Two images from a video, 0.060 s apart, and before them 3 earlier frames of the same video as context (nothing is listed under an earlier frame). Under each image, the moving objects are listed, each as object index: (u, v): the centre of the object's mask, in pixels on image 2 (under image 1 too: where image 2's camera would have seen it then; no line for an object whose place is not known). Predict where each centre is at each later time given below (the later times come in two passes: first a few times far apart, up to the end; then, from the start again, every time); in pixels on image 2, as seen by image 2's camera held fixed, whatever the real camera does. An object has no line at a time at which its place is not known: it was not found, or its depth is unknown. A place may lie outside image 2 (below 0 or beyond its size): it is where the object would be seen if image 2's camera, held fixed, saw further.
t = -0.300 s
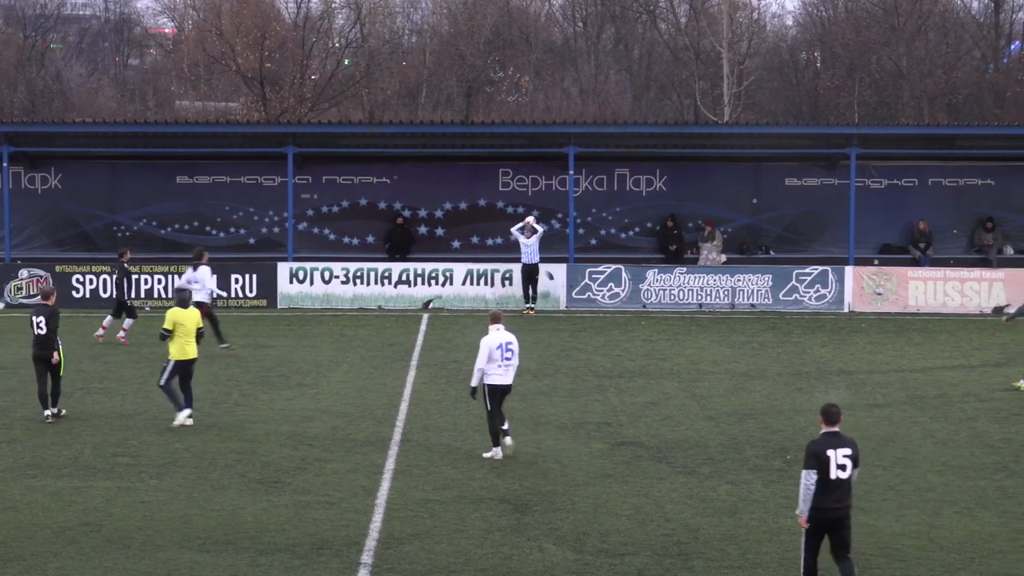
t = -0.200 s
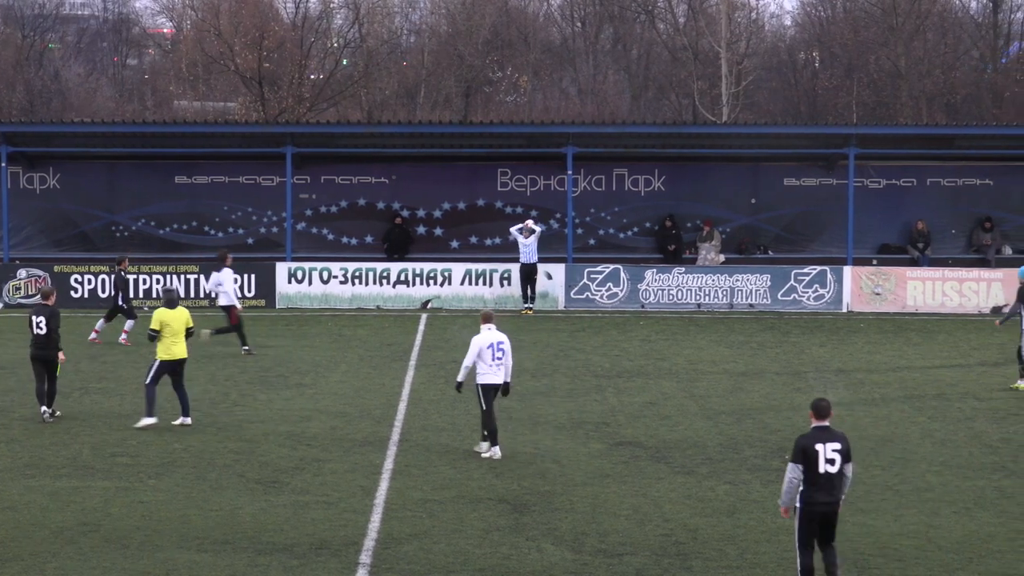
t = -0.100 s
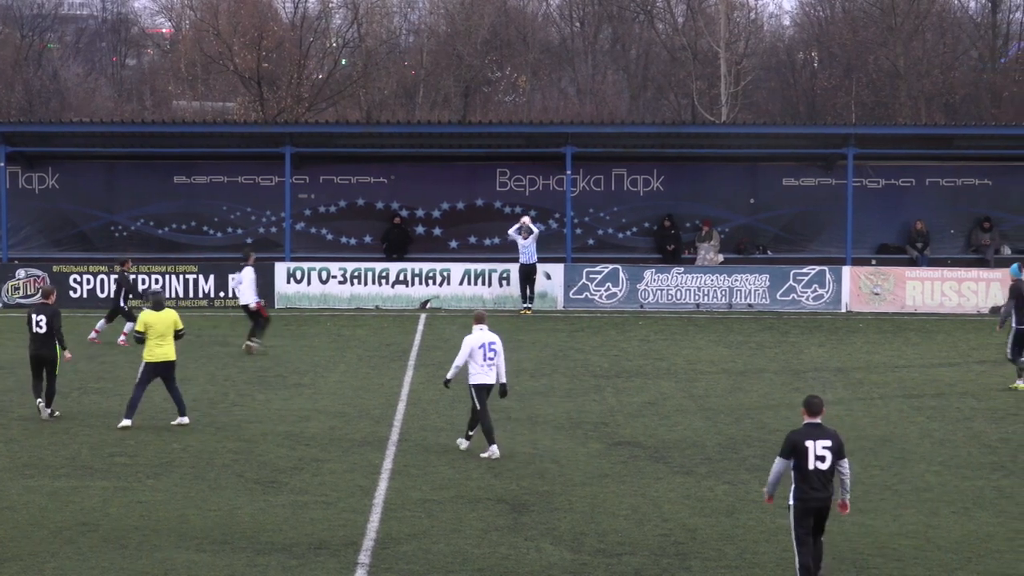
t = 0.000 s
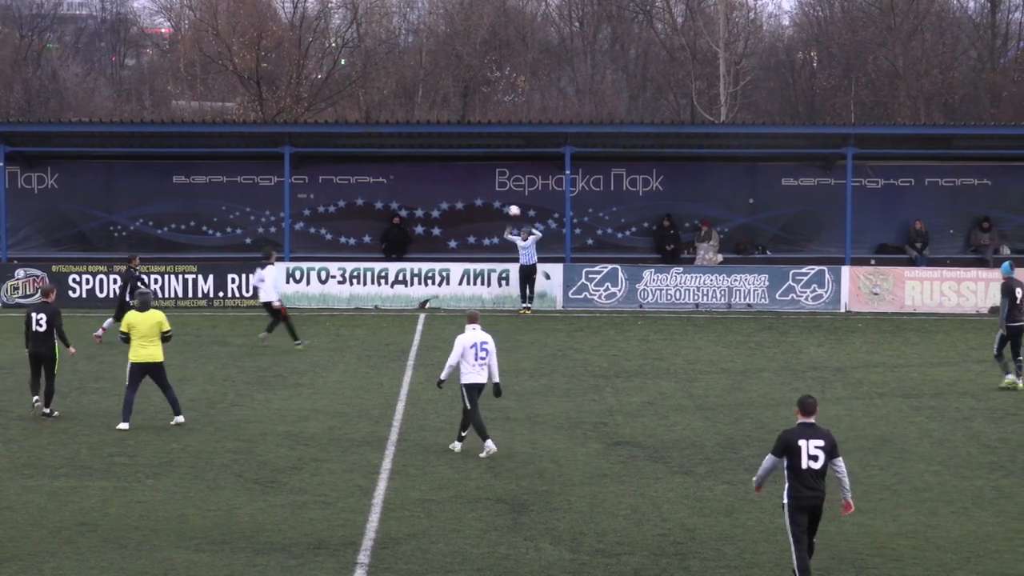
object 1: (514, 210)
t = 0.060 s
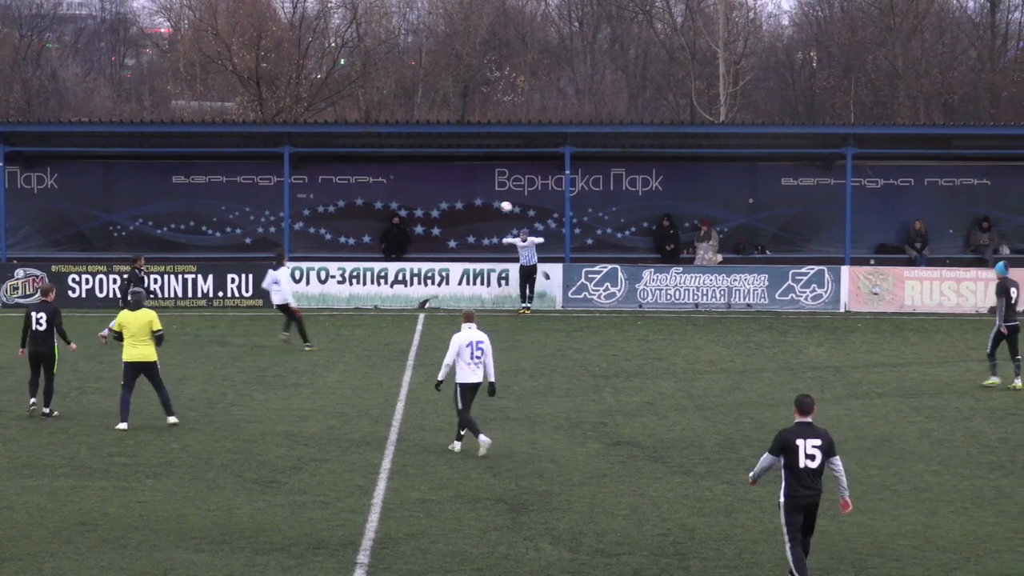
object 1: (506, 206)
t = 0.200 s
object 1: (488, 204)
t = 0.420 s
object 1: (459, 221)
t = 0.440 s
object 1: (456, 224)
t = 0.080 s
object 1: (503, 206)
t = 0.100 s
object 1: (500, 205)
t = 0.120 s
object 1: (498, 204)
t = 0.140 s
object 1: (496, 204)
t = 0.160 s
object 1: (493, 203)
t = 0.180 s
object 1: (491, 204)
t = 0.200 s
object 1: (488, 204)
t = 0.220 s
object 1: (485, 204)
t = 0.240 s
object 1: (482, 204)
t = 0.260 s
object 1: (480, 205)
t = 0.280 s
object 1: (477, 207)
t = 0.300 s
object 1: (475, 208)
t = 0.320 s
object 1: (472, 210)
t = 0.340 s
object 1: (469, 212)
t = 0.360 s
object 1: (467, 214)
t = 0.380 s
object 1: (464, 216)
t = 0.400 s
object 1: (461, 218)
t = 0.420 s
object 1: (459, 221)
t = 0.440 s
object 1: (456, 224)
